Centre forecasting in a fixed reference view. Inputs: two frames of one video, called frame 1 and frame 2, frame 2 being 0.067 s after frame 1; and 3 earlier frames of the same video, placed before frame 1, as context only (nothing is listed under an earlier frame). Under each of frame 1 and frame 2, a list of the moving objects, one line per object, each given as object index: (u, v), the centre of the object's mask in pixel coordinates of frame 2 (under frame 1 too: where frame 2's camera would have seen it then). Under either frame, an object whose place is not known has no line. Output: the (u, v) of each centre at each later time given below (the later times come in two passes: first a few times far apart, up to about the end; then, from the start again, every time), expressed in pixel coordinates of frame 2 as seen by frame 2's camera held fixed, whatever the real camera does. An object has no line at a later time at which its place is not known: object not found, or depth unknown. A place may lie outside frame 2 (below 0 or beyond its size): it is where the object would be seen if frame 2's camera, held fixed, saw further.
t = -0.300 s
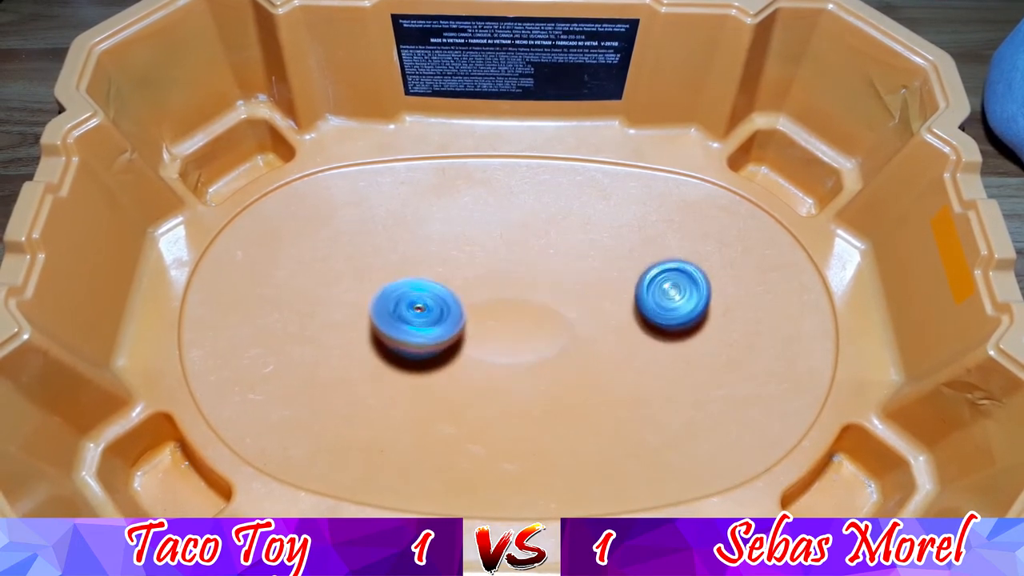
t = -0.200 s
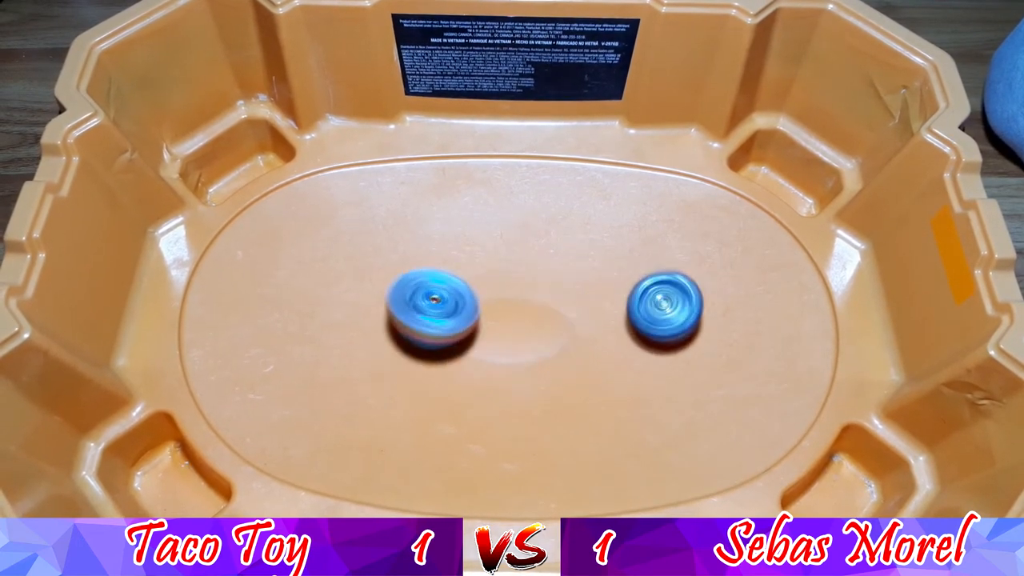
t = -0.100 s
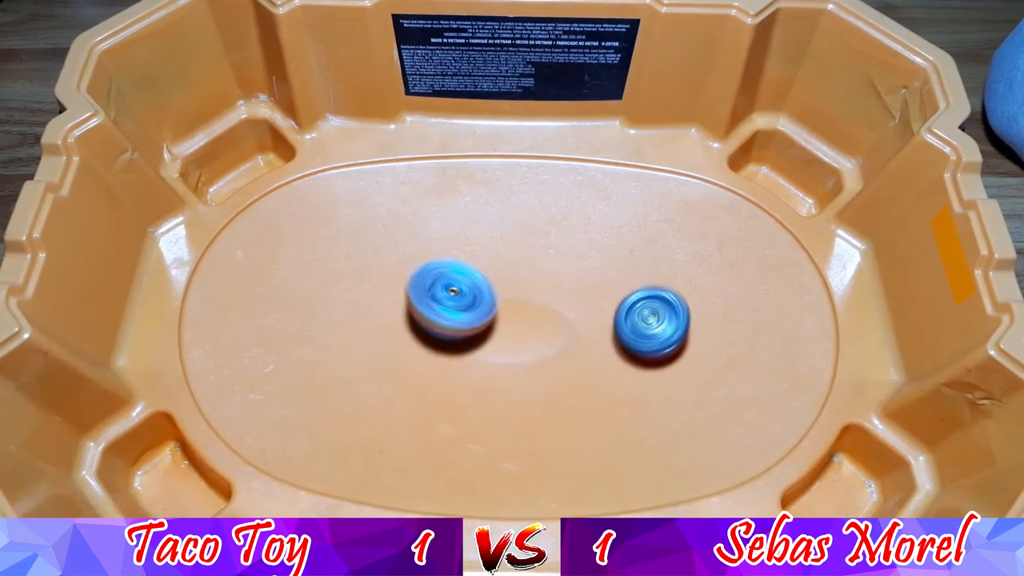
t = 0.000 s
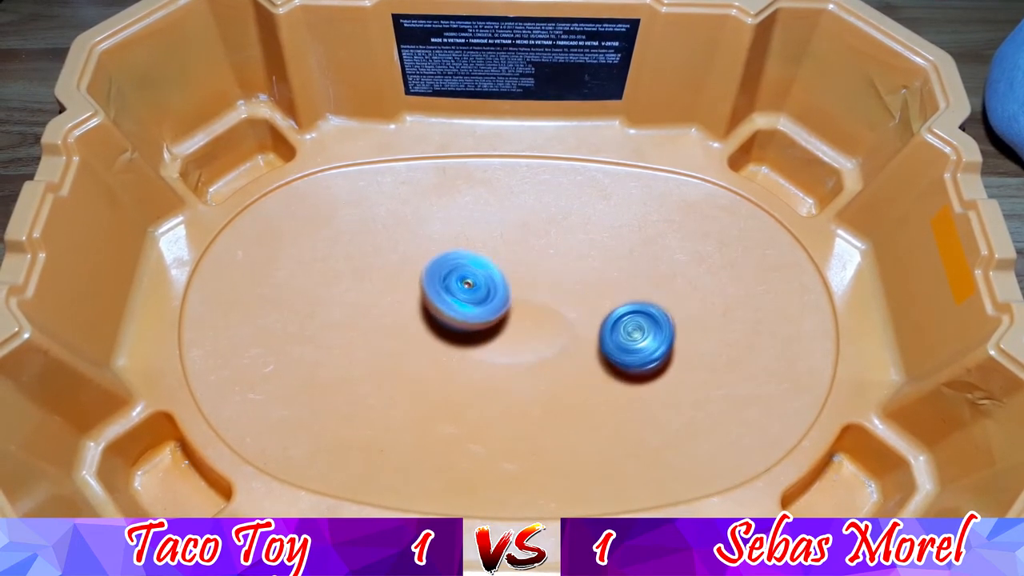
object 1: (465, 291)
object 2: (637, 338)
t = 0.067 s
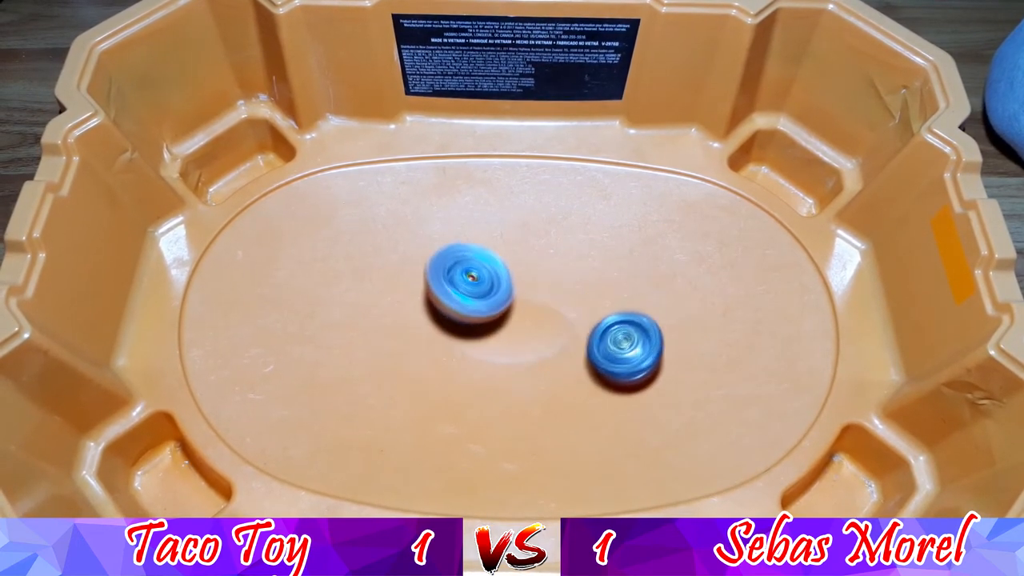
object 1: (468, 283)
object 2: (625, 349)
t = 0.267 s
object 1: (475, 262)
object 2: (583, 378)
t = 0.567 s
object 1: (495, 252)
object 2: (529, 381)
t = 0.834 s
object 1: (516, 263)
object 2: (502, 358)
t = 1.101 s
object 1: (554, 267)
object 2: (461, 334)
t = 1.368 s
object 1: (592, 291)
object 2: (406, 277)
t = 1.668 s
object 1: (609, 318)
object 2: (404, 248)
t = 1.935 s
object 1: (585, 324)
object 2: (456, 236)
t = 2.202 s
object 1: (562, 323)
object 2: (499, 264)
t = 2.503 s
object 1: (564, 378)
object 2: (546, 275)
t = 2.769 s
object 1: (531, 378)
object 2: (583, 299)
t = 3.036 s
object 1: (488, 346)
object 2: (587, 322)
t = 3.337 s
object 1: (434, 302)
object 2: (574, 335)
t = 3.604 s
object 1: (422, 277)
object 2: (568, 317)
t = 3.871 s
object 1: (460, 283)
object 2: (557, 328)
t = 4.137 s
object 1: (495, 278)
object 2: (559, 345)
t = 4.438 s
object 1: (546, 236)
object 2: (557, 356)
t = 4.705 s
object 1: (611, 243)
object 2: (564, 349)
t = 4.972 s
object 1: (670, 246)
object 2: (557, 375)
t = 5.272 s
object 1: (643, 301)
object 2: (550, 368)
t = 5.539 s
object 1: (631, 339)
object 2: (498, 346)
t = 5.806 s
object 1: (597, 353)
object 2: (467, 323)
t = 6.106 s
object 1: (526, 349)
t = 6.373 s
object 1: (497, 383)
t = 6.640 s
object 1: (463, 320)
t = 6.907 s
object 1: (416, 264)
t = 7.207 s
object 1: (440, 260)
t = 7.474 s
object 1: (505, 271)
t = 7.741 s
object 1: (582, 300)
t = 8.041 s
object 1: (640, 299)
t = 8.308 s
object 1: (616, 296)
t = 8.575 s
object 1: (541, 332)
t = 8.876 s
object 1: (472, 347)
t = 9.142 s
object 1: (436, 319)
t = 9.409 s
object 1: (437, 281)
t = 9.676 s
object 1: (475, 265)
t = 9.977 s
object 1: (540, 255)
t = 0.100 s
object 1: (469, 280)
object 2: (619, 355)
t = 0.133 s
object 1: (470, 277)
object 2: (612, 359)
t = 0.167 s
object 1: (471, 273)
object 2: (605, 365)
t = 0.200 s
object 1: (472, 269)
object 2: (598, 370)
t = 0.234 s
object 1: (473, 265)
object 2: (591, 375)
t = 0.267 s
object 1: (475, 262)
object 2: (583, 378)
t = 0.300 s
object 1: (476, 259)
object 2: (575, 382)
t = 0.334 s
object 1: (478, 256)
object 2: (568, 385)
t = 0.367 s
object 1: (480, 253)
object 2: (562, 388)
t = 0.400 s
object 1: (482, 251)
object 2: (555, 390)
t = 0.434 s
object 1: (485, 249)
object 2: (548, 392)
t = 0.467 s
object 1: (488, 249)
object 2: (543, 392)
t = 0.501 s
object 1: (490, 250)
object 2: (538, 390)
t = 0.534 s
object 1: (493, 250)
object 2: (533, 386)
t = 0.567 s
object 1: (495, 252)
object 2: (529, 381)
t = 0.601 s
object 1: (498, 254)
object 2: (526, 375)
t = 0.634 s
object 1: (499, 257)
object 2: (524, 370)
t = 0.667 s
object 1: (501, 260)
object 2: (521, 365)
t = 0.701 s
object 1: (503, 263)
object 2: (519, 359)
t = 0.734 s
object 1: (505, 266)
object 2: (517, 353)
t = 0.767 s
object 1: (508, 266)
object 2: (513, 351)
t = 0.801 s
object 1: (512, 265)
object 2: (508, 356)
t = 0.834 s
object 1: (516, 263)
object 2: (502, 358)
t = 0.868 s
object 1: (520, 262)
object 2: (497, 360)
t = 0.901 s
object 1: (525, 261)
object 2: (492, 360)
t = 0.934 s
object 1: (529, 261)
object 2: (487, 358)
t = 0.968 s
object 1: (533, 262)
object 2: (483, 357)
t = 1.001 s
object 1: (537, 263)
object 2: (479, 354)
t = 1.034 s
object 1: (543, 264)
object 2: (473, 349)
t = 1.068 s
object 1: (549, 266)
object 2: (467, 342)
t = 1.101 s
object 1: (554, 267)
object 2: (461, 334)
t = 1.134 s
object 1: (558, 270)
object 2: (453, 326)
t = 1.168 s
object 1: (563, 272)
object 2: (445, 319)
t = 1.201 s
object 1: (569, 275)
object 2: (437, 310)
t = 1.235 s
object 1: (574, 279)
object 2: (430, 301)
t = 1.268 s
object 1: (578, 282)
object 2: (423, 294)
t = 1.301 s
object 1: (583, 285)
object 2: (416, 287)
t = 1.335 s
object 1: (587, 288)
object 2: (411, 281)
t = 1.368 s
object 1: (592, 291)
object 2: (406, 277)
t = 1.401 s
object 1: (595, 294)
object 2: (402, 274)
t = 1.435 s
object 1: (599, 297)
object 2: (399, 271)
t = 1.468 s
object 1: (602, 300)
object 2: (397, 267)
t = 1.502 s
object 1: (604, 303)
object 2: (396, 264)
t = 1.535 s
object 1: (606, 306)
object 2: (395, 260)
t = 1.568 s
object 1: (608, 309)
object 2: (395, 257)
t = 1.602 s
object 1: (609, 312)
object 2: (397, 254)
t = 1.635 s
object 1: (609, 315)
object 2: (400, 251)
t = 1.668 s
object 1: (609, 318)
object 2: (404, 248)
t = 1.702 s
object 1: (608, 320)
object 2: (409, 246)
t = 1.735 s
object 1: (607, 322)
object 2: (415, 244)
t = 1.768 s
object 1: (605, 323)
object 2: (421, 243)
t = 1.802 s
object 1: (602, 324)
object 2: (428, 240)
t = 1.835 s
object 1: (598, 324)
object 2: (435, 239)
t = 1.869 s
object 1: (594, 325)
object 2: (442, 237)
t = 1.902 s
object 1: (590, 324)
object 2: (450, 237)
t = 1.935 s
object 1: (585, 324)
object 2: (456, 236)
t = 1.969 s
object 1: (581, 324)
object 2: (463, 238)
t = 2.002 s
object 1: (576, 323)
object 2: (469, 242)
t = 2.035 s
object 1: (572, 322)
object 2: (474, 247)
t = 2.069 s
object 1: (568, 321)
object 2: (480, 253)
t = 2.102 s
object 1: (565, 320)
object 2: (485, 257)
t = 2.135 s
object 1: (563, 319)
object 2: (491, 263)
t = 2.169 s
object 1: (560, 318)
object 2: (496, 266)
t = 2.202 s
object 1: (562, 323)
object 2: (499, 264)
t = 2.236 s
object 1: (566, 333)
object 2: (500, 259)
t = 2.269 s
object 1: (568, 343)
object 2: (503, 256)
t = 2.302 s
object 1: (570, 351)
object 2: (507, 254)
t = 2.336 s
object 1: (571, 358)
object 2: (511, 252)
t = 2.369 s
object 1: (570, 365)
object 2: (517, 253)
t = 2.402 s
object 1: (569, 370)
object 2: (523, 257)
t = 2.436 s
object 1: (567, 375)
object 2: (531, 261)
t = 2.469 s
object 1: (566, 377)
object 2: (539, 267)
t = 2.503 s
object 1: (564, 378)
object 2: (546, 275)
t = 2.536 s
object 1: (563, 378)
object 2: (553, 284)
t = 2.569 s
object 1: (560, 377)
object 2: (559, 291)
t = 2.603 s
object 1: (559, 375)
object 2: (564, 297)
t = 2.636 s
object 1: (555, 376)
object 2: (569, 299)
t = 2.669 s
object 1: (549, 378)
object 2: (574, 298)
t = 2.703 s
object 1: (543, 380)
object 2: (578, 298)
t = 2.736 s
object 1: (537, 379)
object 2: (581, 298)
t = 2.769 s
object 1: (531, 378)
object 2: (583, 299)
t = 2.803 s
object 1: (525, 375)
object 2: (585, 299)
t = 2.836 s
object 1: (519, 372)
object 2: (586, 300)
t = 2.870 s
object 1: (514, 368)
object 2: (587, 302)
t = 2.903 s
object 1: (508, 364)
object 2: (587, 304)
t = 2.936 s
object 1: (503, 360)
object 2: (588, 306)
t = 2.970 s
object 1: (498, 355)
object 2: (588, 311)
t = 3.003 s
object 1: (493, 351)
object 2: (588, 317)
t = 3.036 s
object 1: (488, 346)
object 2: (587, 322)
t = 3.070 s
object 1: (482, 341)
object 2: (585, 327)
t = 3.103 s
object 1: (477, 336)
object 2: (583, 332)
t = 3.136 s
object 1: (471, 331)
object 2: (581, 335)
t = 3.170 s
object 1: (465, 326)
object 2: (580, 337)
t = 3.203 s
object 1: (459, 321)
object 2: (578, 338)
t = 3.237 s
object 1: (453, 317)
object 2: (578, 338)
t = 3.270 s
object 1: (446, 312)
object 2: (576, 338)
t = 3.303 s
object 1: (440, 307)
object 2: (575, 336)
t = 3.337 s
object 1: (434, 302)
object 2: (574, 335)
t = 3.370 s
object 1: (429, 296)
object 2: (573, 332)
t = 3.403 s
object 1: (425, 292)
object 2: (572, 330)
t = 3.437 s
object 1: (422, 288)
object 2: (571, 326)
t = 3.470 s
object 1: (421, 284)
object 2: (571, 323)
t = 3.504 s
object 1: (420, 281)
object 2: (571, 320)
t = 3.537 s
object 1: (420, 278)
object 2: (571, 318)
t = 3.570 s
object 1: (421, 278)
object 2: (570, 317)
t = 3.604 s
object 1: (422, 277)
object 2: (568, 317)
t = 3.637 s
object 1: (425, 277)
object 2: (566, 318)
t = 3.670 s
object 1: (428, 277)
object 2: (563, 319)
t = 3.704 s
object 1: (432, 278)
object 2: (561, 321)
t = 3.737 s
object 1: (437, 279)
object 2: (559, 323)
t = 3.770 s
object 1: (442, 280)
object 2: (558, 325)
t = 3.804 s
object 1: (448, 281)
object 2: (558, 326)
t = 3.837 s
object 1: (453, 282)
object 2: (557, 328)
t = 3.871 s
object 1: (460, 283)
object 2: (557, 328)
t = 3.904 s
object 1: (465, 283)
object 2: (557, 330)
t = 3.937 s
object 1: (470, 284)
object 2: (557, 330)
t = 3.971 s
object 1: (475, 285)
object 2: (557, 331)
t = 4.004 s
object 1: (479, 285)
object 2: (555, 333)
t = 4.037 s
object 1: (483, 285)
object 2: (554, 335)
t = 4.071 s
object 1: (488, 284)
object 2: (555, 338)
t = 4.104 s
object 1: (491, 280)
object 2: (557, 342)
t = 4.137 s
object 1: (495, 278)
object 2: (559, 345)
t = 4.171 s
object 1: (500, 274)
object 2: (558, 347)
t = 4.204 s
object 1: (507, 271)
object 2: (557, 346)
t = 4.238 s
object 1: (512, 268)
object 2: (556, 344)
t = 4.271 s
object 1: (518, 266)
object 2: (555, 341)
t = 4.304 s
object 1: (525, 262)
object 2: (555, 339)
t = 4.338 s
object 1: (529, 253)
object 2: (558, 347)
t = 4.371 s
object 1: (534, 246)
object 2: (559, 353)
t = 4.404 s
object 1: (539, 240)
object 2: (558, 356)
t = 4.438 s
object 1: (546, 236)
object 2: (557, 356)
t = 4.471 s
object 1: (552, 235)
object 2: (557, 356)
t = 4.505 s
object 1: (558, 236)
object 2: (557, 353)
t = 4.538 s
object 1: (566, 237)
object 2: (560, 350)
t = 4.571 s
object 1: (573, 240)
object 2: (562, 346)
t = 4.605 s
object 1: (580, 244)
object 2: (564, 341)
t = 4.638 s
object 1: (587, 249)
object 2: (568, 335)
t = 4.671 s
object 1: (598, 250)
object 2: (568, 336)
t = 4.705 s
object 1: (611, 243)
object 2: (564, 349)
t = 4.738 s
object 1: (622, 238)
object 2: (559, 359)
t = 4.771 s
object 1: (633, 237)
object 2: (557, 366)
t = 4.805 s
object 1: (643, 235)
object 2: (555, 372)
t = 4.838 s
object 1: (652, 236)
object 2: (554, 374)
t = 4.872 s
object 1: (659, 237)
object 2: (554, 374)
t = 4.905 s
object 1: (664, 239)
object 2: (555, 374)
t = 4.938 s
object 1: (667, 242)
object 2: (556, 374)
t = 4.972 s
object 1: (670, 246)
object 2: (557, 375)
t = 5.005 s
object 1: (670, 251)
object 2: (558, 374)
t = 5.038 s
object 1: (669, 256)
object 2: (558, 374)
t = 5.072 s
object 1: (667, 262)
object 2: (558, 374)
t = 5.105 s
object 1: (665, 267)
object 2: (558, 374)
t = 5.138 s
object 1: (661, 273)
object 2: (556, 374)
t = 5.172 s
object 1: (657, 280)
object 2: (555, 374)
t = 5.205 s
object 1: (652, 287)
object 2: (553, 373)
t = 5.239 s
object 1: (647, 294)
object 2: (552, 370)
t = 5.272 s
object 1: (643, 301)
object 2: (550, 368)
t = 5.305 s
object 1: (638, 307)
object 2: (549, 366)
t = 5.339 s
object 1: (632, 314)
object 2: (546, 363)
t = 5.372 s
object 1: (627, 320)
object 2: (544, 361)
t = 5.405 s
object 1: (626, 323)
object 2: (538, 359)
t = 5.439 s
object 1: (631, 328)
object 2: (525, 358)
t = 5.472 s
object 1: (632, 331)
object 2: (515, 355)
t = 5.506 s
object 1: (633, 335)
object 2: (506, 351)
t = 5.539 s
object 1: (631, 339)
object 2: (498, 346)
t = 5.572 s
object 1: (629, 342)
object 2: (492, 341)
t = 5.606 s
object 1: (627, 345)
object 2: (486, 338)
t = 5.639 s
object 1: (623, 347)
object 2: (481, 335)
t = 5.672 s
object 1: (617, 349)
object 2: (477, 331)
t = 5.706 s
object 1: (612, 350)
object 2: (474, 330)
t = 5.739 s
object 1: (607, 351)
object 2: (471, 328)
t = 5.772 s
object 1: (602, 352)
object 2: (469, 325)
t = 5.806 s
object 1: (597, 353)
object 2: (467, 323)
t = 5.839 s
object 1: (591, 354)
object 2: (465, 320)
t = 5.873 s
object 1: (584, 354)
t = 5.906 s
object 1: (577, 354)
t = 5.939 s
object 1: (569, 353)
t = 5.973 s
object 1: (561, 352)
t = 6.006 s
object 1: (552, 351)
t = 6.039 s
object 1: (543, 350)
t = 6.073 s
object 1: (534, 349)
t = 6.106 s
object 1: (526, 349)
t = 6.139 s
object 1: (517, 349)
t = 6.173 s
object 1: (512, 362)
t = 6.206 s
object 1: (510, 373)
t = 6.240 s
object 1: (509, 382)
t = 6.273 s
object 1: (506, 386)
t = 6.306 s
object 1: (503, 387)
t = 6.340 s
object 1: (500, 386)
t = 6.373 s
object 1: (497, 383)
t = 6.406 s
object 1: (494, 378)
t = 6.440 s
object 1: (490, 371)
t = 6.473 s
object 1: (486, 363)
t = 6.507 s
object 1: (482, 355)
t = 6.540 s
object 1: (478, 346)
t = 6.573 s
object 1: (473, 337)
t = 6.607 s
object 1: (468, 328)
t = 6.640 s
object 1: (463, 320)
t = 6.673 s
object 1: (458, 312)
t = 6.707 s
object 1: (451, 304)
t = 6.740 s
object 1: (443, 296)
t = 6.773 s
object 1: (436, 289)
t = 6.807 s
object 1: (429, 282)
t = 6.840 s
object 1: (423, 275)
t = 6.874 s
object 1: (419, 269)
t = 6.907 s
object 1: (416, 264)
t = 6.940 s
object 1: (414, 260)
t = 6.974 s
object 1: (414, 258)
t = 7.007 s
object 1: (415, 256)
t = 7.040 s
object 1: (417, 255)
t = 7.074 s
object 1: (420, 255)
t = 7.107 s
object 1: (424, 255)
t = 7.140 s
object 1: (429, 256)
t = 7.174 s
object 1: (434, 258)
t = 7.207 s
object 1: (440, 260)
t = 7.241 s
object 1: (446, 261)
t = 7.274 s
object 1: (454, 263)
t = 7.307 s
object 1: (462, 265)
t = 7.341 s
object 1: (470, 266)
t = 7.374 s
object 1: (478, 267)
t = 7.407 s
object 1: (487, 268)
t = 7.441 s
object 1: (496, 269)
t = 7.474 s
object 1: (505, 271)
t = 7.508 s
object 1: (515, 273)
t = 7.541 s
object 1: (525, 275)
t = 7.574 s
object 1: (535, 278)
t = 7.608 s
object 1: (545, 282)
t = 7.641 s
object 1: (555, 286)
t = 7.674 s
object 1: (565, 291)
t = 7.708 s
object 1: (574, 296)
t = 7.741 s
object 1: (582, 300)
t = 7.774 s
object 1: (591, 304)
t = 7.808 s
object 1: (598, 308)
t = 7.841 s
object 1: (607, 309)
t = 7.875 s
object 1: (614, 308)
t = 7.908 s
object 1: (621, 306)
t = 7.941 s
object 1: (627, 304)
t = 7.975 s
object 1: (633, 302)
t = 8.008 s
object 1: (637, 301)
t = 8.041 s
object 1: (640, 299)
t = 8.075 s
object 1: (641, 298)
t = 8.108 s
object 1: (642, 297)
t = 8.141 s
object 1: (641, 295)
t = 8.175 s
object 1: (639, 294)
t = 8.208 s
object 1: (635, 293)
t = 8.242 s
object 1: (630, 293)
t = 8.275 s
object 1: (623, 294)
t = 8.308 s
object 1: (616, 296)
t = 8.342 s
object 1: (608, 299)
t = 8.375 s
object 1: (599, 303)
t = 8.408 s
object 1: (588, 307)
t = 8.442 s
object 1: (578, 312)
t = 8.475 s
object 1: (567, 316)
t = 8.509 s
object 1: (558, 321)
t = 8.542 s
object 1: (549, 326)
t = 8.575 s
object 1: (541, 332)
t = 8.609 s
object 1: (533, 336)
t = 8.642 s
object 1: (525, 341)
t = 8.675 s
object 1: (516, 344)
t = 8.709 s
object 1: (508, 346)
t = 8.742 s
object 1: (500, 348)
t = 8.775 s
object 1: (492, 349)
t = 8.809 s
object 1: (486, 349)
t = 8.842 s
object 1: (479, 349)
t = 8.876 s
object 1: (472, 347)
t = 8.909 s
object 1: (467, 345)
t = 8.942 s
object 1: (461, 341)
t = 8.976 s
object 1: (455, 337)
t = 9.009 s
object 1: (450, 333)
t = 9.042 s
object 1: (446, 330)
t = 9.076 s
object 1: (442, 327)
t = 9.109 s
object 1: (439, 323)
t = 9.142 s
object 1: (436, 319)
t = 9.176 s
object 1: (434, 313)
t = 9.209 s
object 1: (433, 308)
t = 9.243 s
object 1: (432, 302)
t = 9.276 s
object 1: (431, 297)
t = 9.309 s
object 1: (432, 293)
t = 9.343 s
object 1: (433, 288)
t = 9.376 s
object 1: (435, 284)
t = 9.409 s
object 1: (437, 281)
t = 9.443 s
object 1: (440, 278)
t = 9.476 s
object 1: (444, 276)
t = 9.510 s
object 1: (448, 274)
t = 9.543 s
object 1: (453, 272)
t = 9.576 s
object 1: (459, 270)
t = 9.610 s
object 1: (464, 268)
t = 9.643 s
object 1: (470, 266)
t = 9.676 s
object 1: (475, 265)
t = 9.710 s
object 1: (481, 264)
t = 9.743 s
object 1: (487, 263)
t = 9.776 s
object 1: (493, 263)
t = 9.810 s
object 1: (500, 263)
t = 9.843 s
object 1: (508, 263)
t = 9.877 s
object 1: (516, 264)
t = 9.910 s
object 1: (524, 265)
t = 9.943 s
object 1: (533, 261)
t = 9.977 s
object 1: (540, 255)
